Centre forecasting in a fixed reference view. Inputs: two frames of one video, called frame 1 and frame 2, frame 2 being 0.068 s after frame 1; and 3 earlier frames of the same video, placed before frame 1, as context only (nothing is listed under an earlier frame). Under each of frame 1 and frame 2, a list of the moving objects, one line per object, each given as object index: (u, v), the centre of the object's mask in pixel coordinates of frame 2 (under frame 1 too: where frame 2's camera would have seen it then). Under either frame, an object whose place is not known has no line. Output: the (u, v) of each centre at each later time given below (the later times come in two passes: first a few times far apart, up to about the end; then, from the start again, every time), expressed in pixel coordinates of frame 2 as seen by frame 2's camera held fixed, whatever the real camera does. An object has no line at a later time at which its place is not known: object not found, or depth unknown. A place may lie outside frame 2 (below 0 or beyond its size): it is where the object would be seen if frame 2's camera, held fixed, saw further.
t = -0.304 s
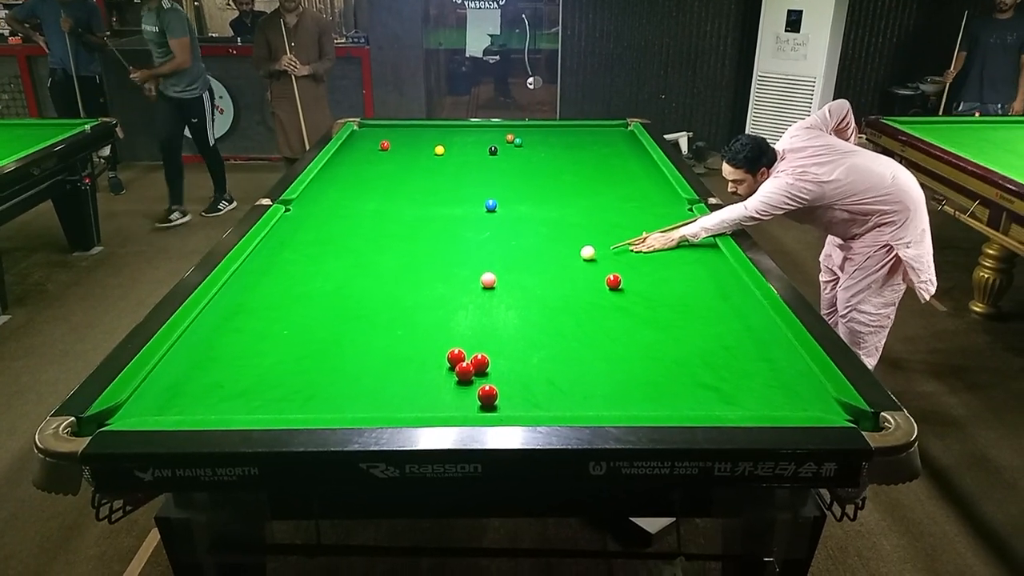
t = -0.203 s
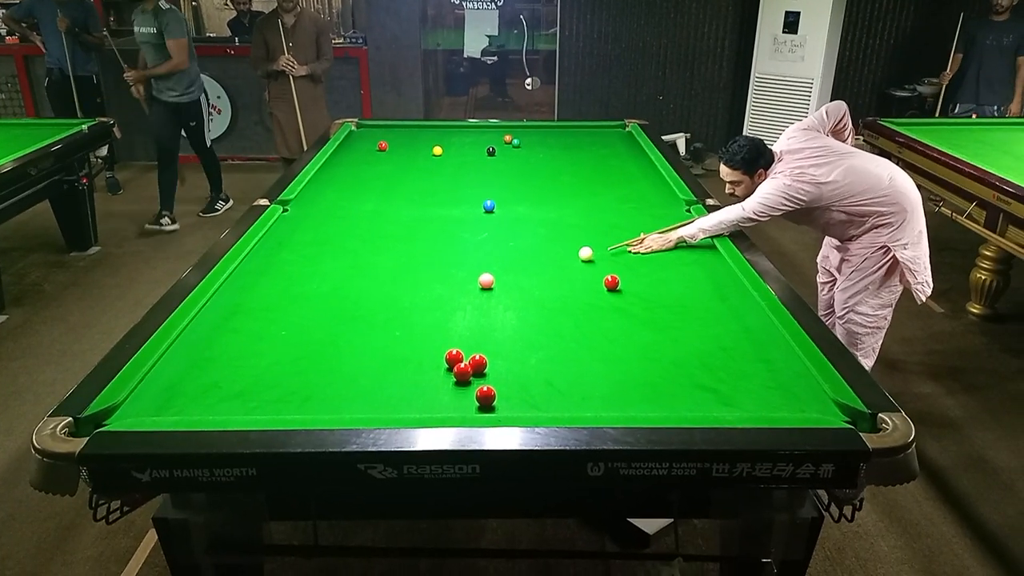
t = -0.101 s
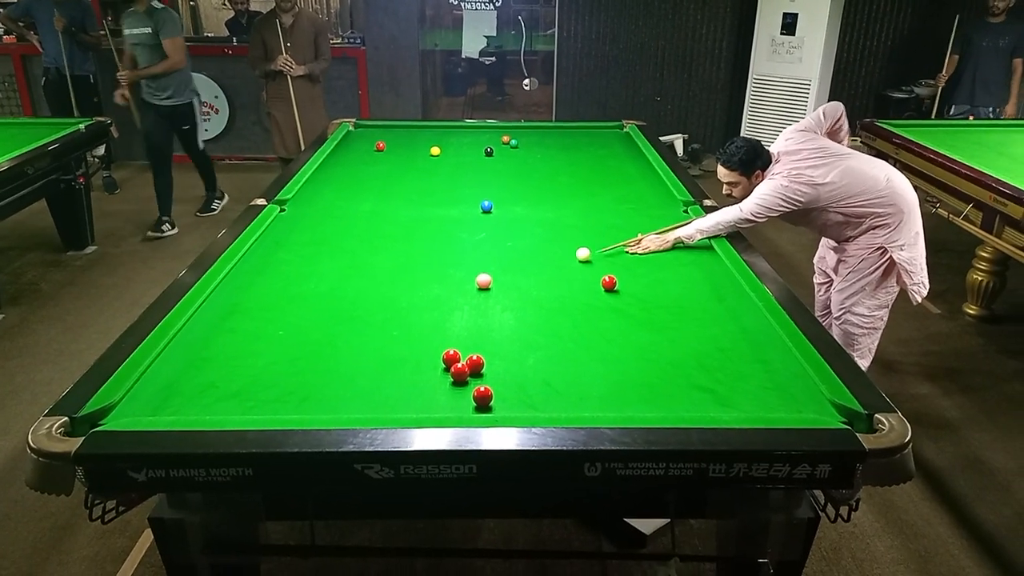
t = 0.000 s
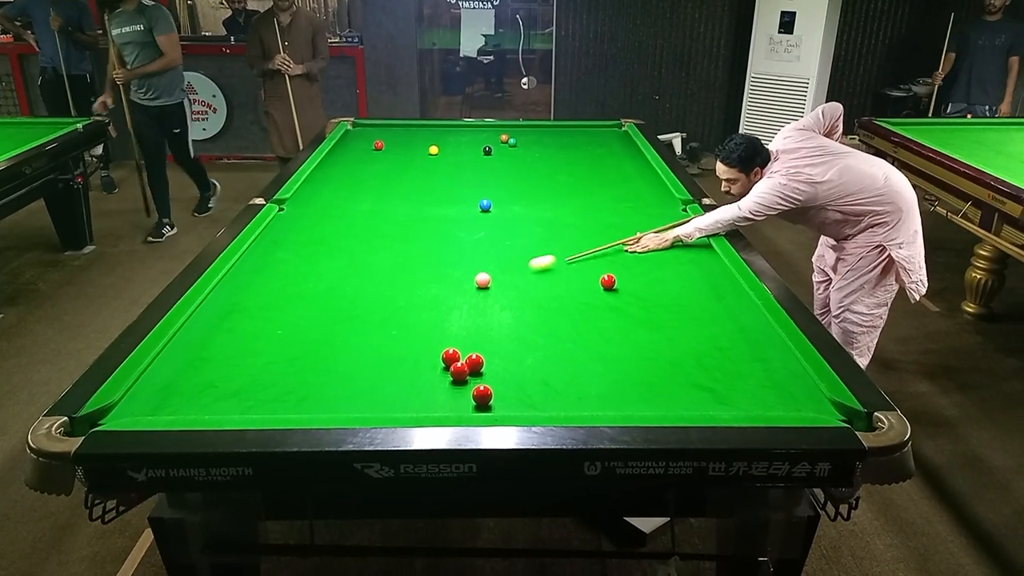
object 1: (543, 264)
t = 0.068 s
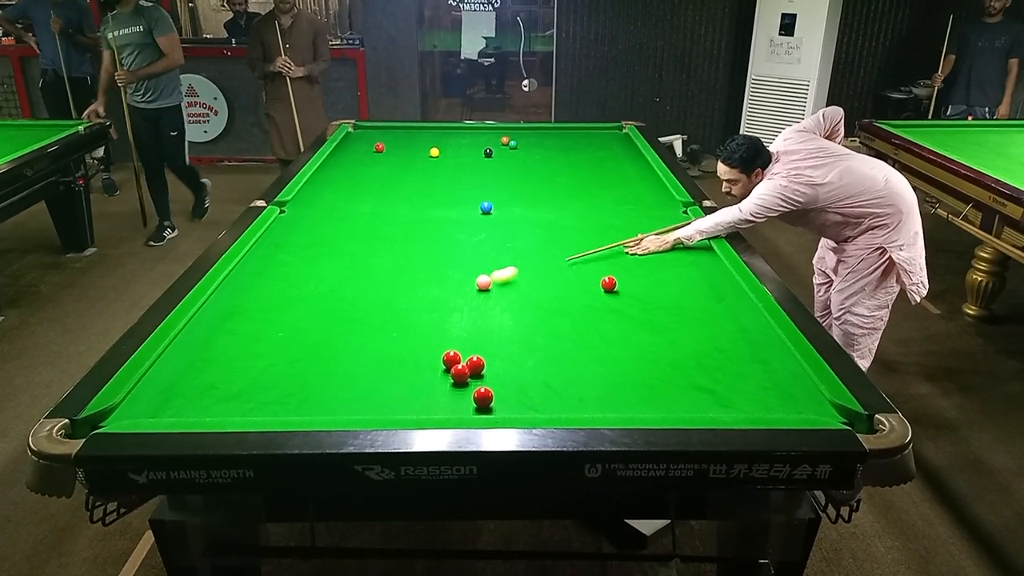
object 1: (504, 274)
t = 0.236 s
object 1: (489, 274)
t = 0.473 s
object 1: (486, 268)
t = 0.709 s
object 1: (483, 263)
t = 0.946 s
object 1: (480, 259)
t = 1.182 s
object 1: (477, 255)
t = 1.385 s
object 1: (475, 253)
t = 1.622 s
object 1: (473, 250)
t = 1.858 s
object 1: (471, 248)
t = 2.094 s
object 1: (470, 247)
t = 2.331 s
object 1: (468, 246)
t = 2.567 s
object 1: (468, 245)
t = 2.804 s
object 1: (468, 246)
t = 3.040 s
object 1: (468, 246)
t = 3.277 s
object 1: (468, 246)
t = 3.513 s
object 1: (468, 245)
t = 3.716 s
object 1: (468, 245)
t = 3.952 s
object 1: (468, 246)
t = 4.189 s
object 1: (468, 245)
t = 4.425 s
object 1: (468, 246)
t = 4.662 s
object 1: (468, 246)
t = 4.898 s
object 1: (468, 246)
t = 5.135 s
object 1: (468, 246)
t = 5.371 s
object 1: (468, 245)
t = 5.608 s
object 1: (468, 245)
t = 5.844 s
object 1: (468, 246)
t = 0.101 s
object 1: (493, 277)
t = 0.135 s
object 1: (491, 277)
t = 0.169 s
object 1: (490, 276)
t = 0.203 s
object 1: (490, 275)
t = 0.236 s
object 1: (489, 274)
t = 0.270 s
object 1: (489, 273)
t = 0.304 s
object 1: (488, 272)
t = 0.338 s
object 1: (488, 271)
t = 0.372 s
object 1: (487, 270)
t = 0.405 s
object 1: (487, 270)
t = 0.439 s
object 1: (486, 269)
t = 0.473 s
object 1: (486, 268)
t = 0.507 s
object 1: (486, 267)
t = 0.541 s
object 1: (485, 267)
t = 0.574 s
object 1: (484, 266)
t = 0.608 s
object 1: (484, 265)
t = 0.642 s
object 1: (484, 264)
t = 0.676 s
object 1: (483, 264)
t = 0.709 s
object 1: (483, 263)
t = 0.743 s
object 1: (482, 262)
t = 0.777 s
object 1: (482, 262)
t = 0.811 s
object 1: (482, 261)
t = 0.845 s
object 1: (481, 260)
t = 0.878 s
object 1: (481, 260)
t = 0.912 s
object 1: (480, 259)
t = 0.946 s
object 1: (480, 259)
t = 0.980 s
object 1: (480, 258)
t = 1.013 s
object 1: (479, 258)
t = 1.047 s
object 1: (479, 257)
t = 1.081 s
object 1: (478, 256)
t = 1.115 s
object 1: (478, 256)
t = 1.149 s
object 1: (477, 256)
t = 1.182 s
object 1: (477, 255)
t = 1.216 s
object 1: (477, 255)
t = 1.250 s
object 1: (476, 254)
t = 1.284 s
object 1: (476, 254)
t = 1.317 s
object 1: (476, 253)
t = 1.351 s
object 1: (475, 253)
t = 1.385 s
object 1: (475, 253)
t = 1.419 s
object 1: (475, 252)
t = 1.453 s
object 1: (474, 252)
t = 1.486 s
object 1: (474, 251)
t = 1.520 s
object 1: (474, 251)
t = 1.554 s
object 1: (474, 251)
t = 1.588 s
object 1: (473, 250)
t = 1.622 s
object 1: (473, 250)
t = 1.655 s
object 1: (473, 250)
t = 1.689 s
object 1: (472, 249)
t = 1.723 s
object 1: (472, 249)
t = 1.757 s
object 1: (472, 249)
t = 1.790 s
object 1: (472, 248)
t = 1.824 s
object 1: (471, 248)
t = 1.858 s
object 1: (471, 248)
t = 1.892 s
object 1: (471, 248)
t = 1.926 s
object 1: (471, 248)
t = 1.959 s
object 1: (470, 247)
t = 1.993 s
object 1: (470, 247)
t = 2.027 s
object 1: (470, 247)
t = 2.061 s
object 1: (470, 246)
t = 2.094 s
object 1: (470, 247)
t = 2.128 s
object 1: (469, 247)
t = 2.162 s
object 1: (469, 246)
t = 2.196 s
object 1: (469, 246)
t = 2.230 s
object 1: (469, 246)
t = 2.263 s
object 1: (469, 246)
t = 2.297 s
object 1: (469, 246)
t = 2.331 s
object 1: (468, 246)
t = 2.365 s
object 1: (468, 246)
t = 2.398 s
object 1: (468, 246)
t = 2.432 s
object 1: (468, 246)
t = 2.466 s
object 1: (468, 245)
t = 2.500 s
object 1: (468, 246)
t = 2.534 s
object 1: (468, 245)
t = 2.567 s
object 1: (468, 245)
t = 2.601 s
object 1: (468, 245)
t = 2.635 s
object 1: (468, 246)
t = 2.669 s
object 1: (468, 245)
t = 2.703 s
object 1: (468, 246)
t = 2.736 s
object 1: (468, 246)
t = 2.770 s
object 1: (468, 246)
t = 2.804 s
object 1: (468, 246)
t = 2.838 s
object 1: (468, 246)
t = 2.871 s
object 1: (468, 245)
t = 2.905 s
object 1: (468, 246)
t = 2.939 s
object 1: (468, 246)
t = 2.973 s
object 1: (468, 245)
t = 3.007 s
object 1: (468, 246)
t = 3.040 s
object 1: (468, 246)
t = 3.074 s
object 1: (468, 246)
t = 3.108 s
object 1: (468, 246)
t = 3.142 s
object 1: (468, 245)
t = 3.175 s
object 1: (468, 246)
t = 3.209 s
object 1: (468, 245)
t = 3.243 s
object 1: (468, 245)
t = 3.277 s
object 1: (468, 246)
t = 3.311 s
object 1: (468, 245)
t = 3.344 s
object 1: (468, 246)
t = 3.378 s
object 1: (468, 245)
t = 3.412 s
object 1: (468, 246)
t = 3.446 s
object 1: (468, 246)
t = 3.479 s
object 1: (468, 246)
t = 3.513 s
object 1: (468, 245)
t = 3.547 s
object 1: (468, 246)
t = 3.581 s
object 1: (468, 246)
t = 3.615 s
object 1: (468, 245)
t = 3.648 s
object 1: (468, 246)
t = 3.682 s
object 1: (468, 245)
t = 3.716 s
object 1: (468, 245)
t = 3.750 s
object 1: (468, 246)
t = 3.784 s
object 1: (468, 245)
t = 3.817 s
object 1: (468, 246)
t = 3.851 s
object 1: (468, 246)
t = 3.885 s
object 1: (468, 246)
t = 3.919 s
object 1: (468, 246)
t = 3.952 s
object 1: (468, 246)
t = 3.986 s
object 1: (468, 246)
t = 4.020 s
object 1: (468, 246)
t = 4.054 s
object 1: (468, 245)
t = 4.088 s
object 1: (468, 246)
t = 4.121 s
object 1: (468, 246)
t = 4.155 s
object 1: (468, 246)
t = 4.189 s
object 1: (468, 245)
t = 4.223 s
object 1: (468, 246)
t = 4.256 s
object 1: (468, 246)
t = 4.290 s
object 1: (468, 246)
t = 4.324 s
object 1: (468, 245)
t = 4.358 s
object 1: (468, 245)
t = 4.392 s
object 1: (468, 245)
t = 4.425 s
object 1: (468, 246)
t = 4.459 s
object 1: (468, 246)
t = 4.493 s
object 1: (468, 246)
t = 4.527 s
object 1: (468, 245)
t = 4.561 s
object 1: (468, 246)
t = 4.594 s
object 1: (468, 246)
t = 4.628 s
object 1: (468, 246)
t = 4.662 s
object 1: (468, 246)
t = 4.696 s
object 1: (468, 246)
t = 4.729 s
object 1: (468, 246)
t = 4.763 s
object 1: (468, 246)
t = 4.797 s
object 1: (468, 246)
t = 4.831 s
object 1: (468, 246)
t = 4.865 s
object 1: (468, 245)
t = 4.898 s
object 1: (468, 246)
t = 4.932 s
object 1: (468, 245)
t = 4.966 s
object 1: (468, 246)
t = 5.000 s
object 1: (468, 245)
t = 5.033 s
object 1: (468, 245)
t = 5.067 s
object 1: (468, 245)
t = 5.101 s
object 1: (468, 245)
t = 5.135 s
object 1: (468, 246)
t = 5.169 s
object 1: (468, 246)
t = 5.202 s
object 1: (468, 245)
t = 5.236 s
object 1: (468, 245)
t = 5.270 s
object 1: (468, 246)
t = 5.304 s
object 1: (468, 245)
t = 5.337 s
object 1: (468, 246)
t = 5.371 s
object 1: (468, 245)
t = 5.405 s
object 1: (468, 246)
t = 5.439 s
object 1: (468, 246)
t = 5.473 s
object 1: (468, 246)
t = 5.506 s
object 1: (468, 245)
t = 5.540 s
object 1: (468, 245)
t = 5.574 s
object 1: (468, 245)
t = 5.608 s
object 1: (468, 245)
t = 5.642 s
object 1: (468, 245)
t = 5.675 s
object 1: (468, 246)
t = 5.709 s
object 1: (468, 246)
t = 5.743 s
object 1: (468, 246)
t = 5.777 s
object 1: (468, 246)
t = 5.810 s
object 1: (468, 246)
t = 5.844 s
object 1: (468, 246)
